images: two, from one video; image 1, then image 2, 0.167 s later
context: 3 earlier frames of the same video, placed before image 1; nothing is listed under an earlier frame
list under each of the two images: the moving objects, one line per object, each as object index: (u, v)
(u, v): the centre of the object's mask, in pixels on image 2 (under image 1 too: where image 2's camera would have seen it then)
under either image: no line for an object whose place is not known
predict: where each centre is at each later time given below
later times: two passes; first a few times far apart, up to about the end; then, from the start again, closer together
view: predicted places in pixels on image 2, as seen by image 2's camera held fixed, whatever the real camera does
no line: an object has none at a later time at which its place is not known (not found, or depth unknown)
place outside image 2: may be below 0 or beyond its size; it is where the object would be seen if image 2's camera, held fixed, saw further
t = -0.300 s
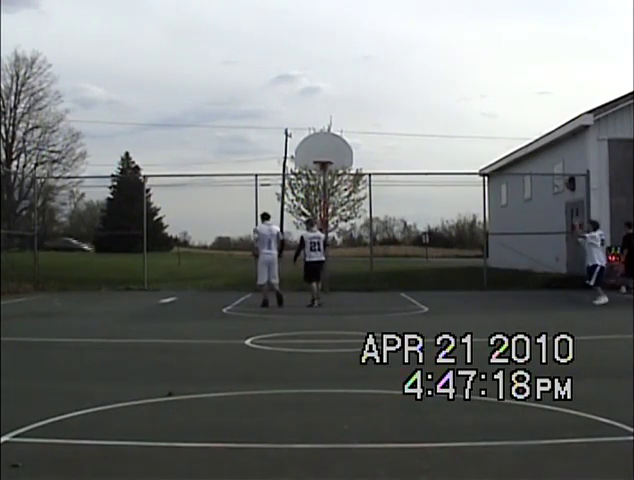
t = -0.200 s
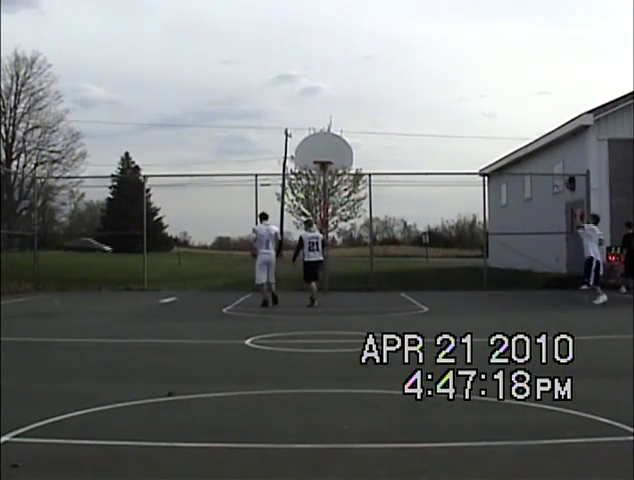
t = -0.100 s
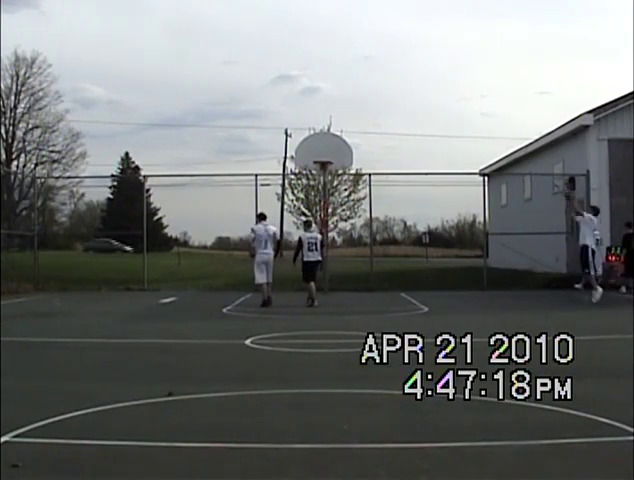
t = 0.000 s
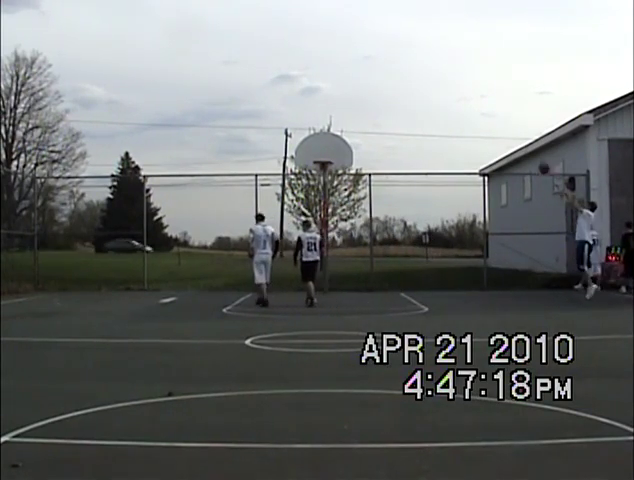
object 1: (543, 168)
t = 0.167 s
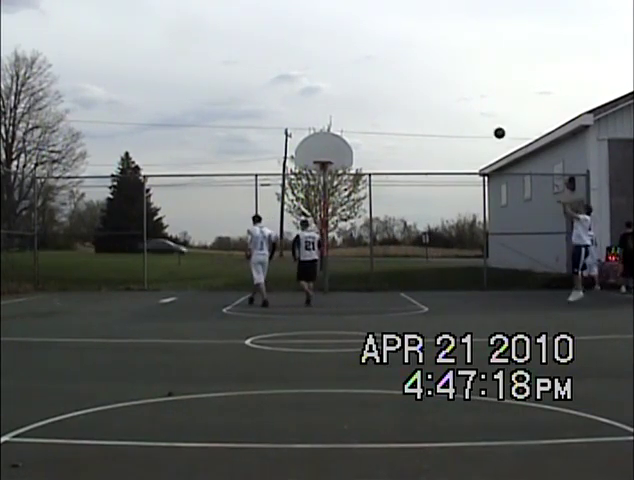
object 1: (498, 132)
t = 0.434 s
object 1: (432, 109)
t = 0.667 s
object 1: (381, 117)
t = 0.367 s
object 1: (448, 112)
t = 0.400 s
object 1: (440, 110)
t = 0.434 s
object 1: (432, 109)
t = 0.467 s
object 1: (425, 109)
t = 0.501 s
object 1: (417, 109)
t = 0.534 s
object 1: (410, 109)
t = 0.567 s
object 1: (402, 110)
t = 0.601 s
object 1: (394, 112)
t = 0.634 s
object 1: (388, 114)
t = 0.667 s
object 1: (381, 117)
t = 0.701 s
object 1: (374, 119)
